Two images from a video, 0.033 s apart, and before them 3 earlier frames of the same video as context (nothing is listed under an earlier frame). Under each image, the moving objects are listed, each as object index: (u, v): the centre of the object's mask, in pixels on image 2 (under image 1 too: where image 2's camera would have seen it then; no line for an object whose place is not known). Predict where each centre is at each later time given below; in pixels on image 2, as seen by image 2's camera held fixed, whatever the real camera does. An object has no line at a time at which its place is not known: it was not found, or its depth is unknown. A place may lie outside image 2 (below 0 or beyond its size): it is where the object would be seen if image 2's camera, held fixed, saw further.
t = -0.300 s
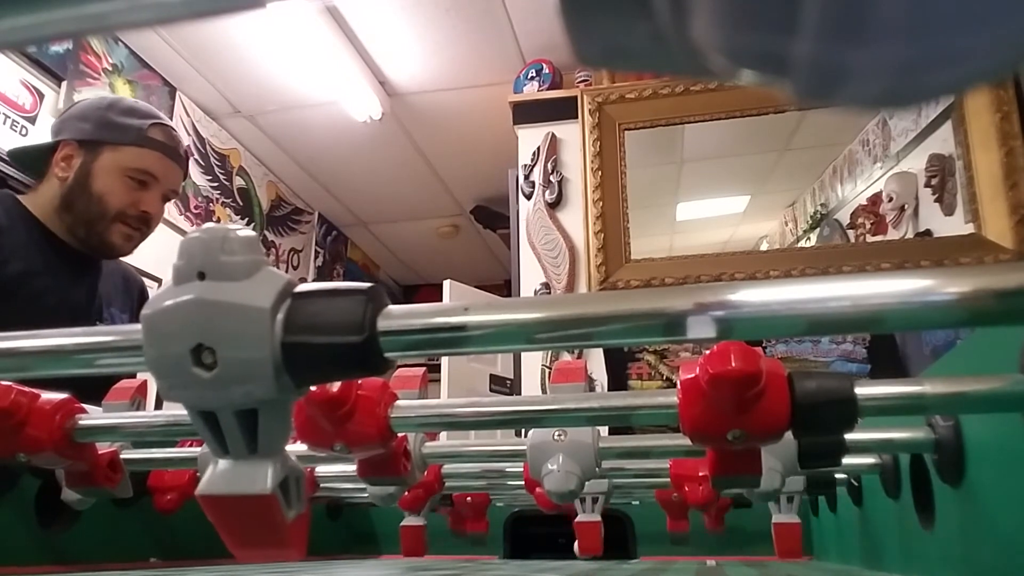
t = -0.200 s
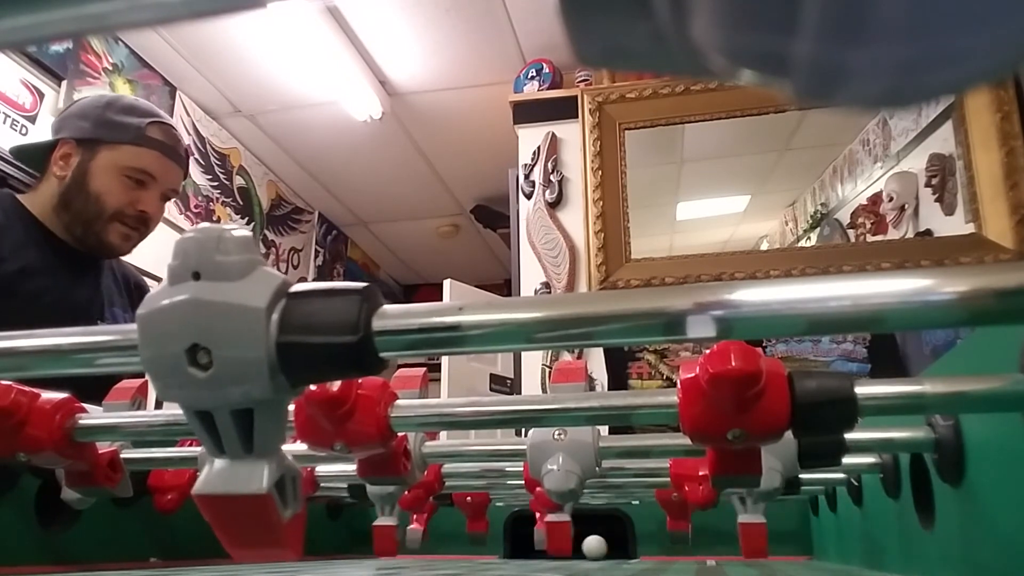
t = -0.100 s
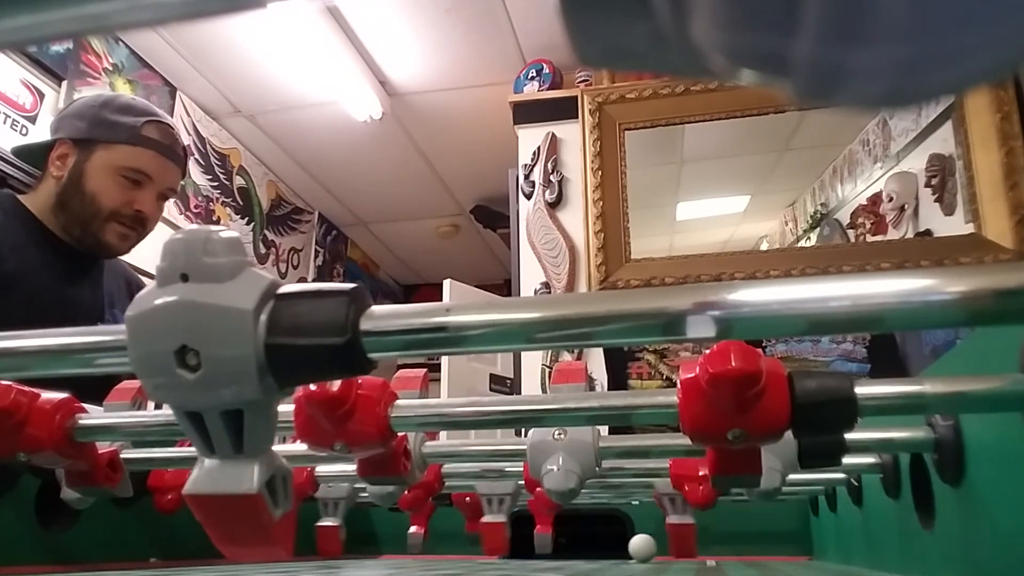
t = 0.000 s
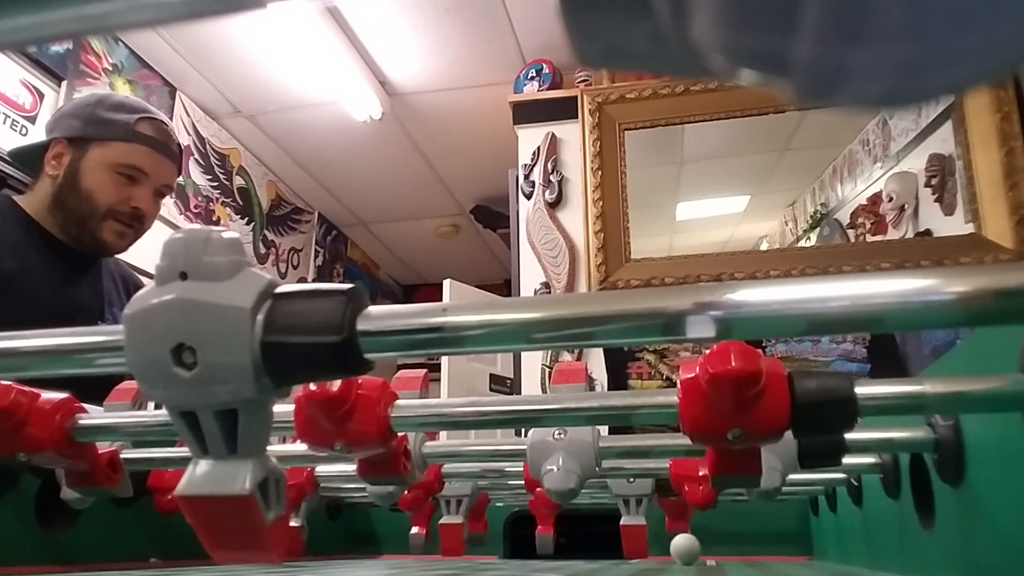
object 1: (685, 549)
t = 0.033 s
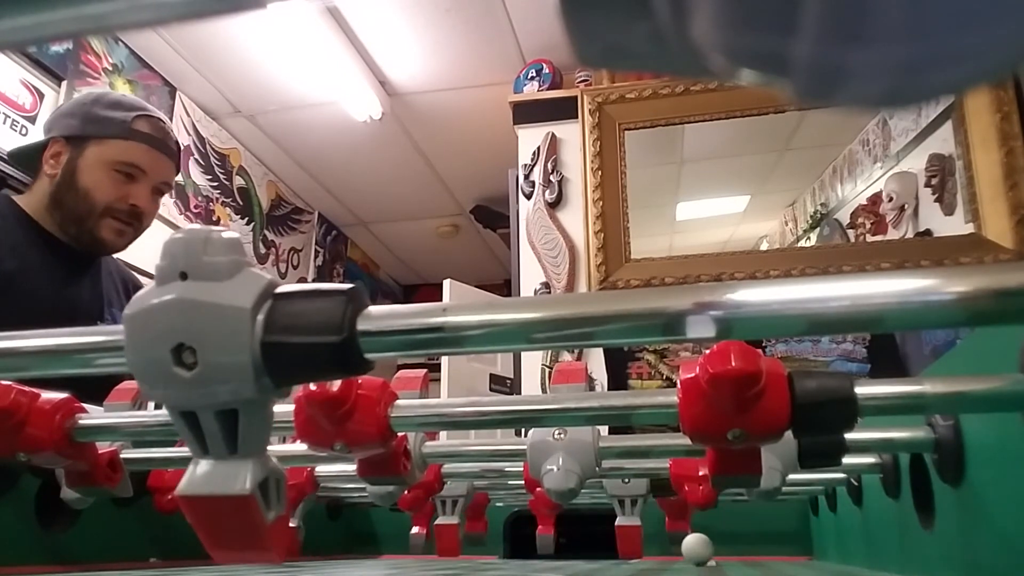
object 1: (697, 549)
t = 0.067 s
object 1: (709, 550)
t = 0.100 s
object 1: (718, 550)
